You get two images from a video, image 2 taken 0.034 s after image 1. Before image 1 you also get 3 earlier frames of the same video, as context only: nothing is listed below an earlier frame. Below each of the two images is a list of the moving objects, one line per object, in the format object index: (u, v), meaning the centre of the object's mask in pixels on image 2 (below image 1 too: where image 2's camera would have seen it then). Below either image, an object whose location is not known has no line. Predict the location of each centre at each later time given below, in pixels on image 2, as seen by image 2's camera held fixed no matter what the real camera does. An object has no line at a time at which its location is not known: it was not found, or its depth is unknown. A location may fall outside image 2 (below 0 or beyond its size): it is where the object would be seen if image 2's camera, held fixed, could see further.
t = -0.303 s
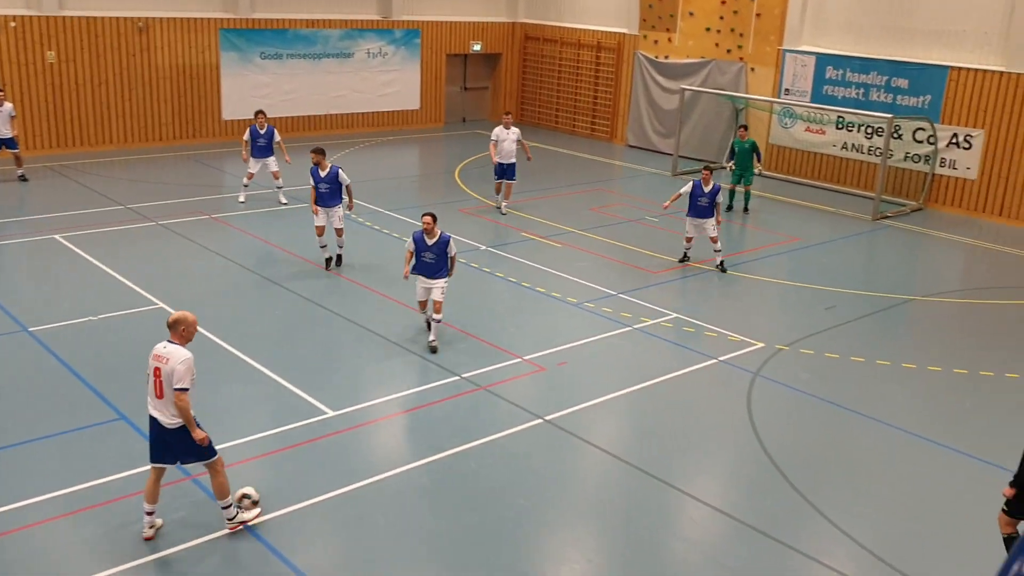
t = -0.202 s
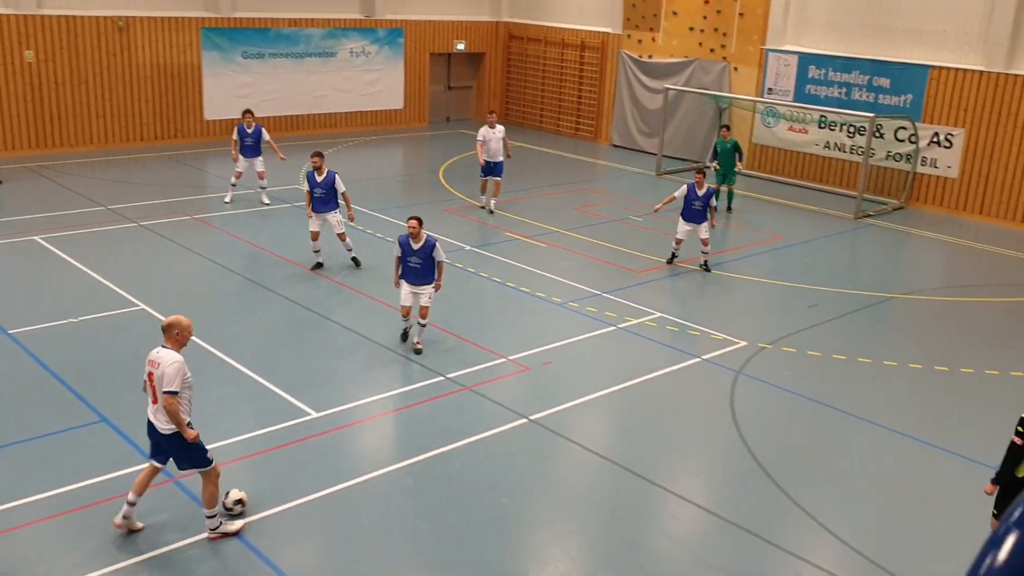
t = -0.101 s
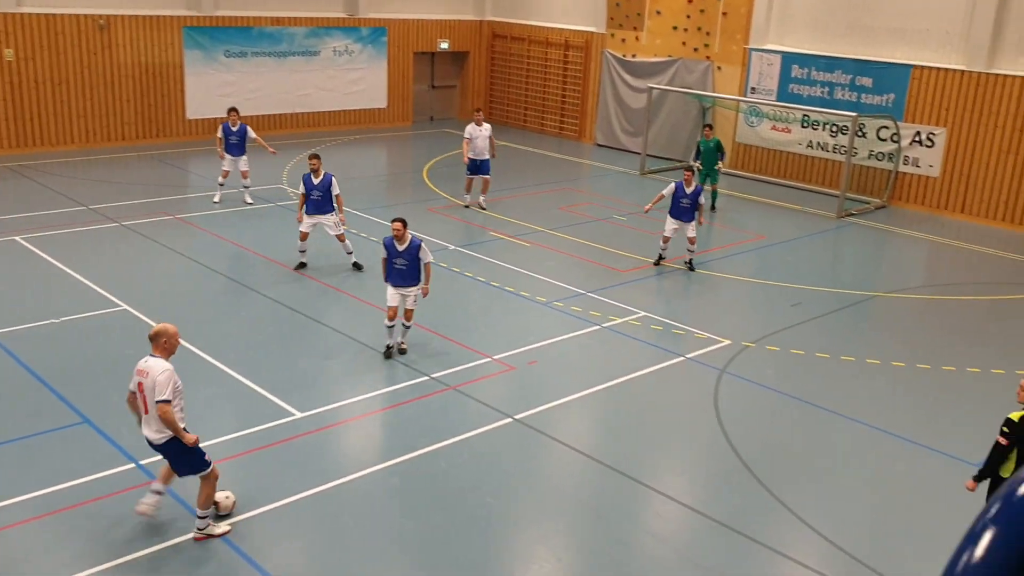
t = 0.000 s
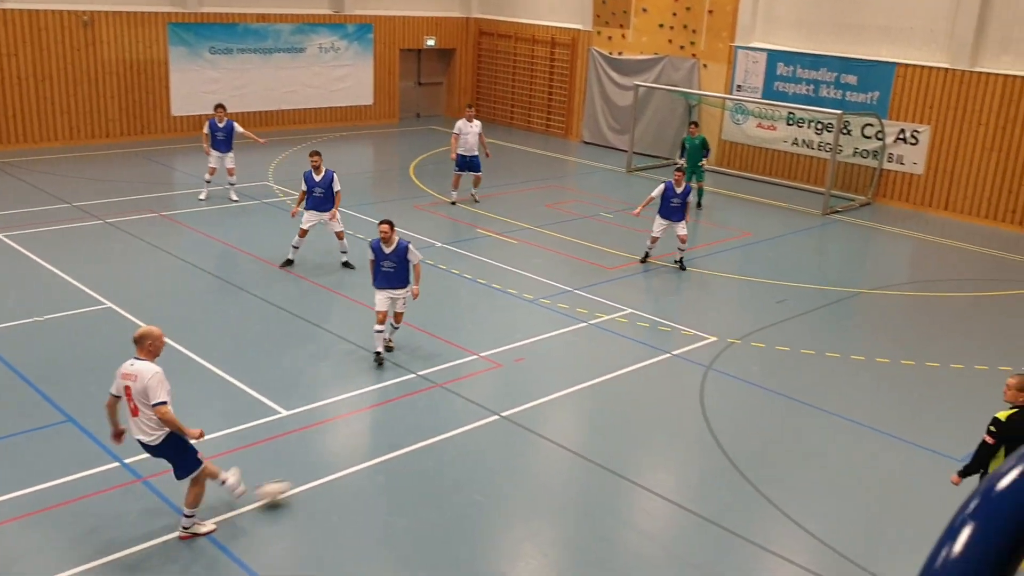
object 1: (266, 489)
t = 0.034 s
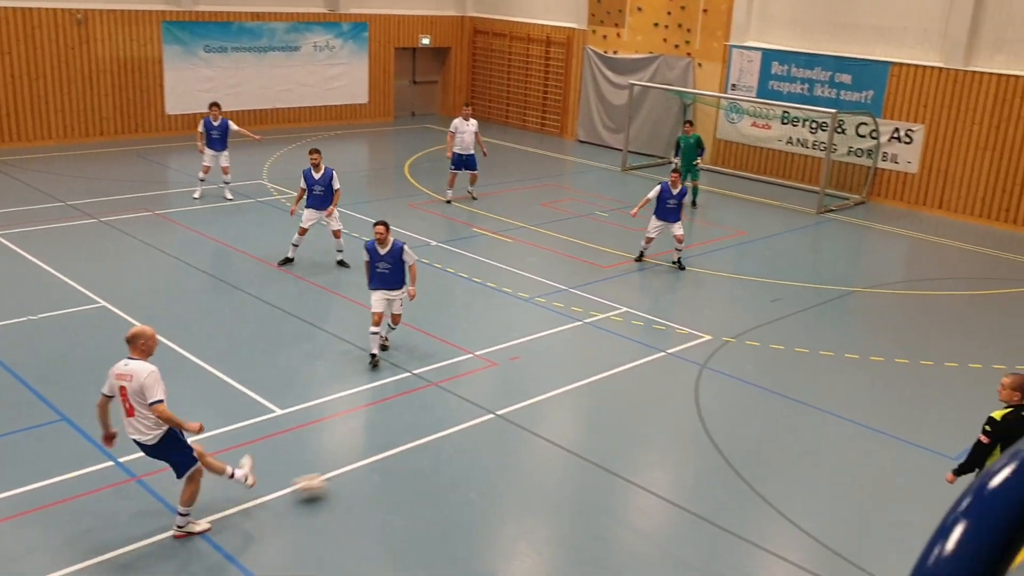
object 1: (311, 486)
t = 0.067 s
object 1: (355, 482)
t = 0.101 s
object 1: (397, 479)
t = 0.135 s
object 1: (436, 474)
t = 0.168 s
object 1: (473, 470)
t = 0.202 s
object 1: (507, 466)
